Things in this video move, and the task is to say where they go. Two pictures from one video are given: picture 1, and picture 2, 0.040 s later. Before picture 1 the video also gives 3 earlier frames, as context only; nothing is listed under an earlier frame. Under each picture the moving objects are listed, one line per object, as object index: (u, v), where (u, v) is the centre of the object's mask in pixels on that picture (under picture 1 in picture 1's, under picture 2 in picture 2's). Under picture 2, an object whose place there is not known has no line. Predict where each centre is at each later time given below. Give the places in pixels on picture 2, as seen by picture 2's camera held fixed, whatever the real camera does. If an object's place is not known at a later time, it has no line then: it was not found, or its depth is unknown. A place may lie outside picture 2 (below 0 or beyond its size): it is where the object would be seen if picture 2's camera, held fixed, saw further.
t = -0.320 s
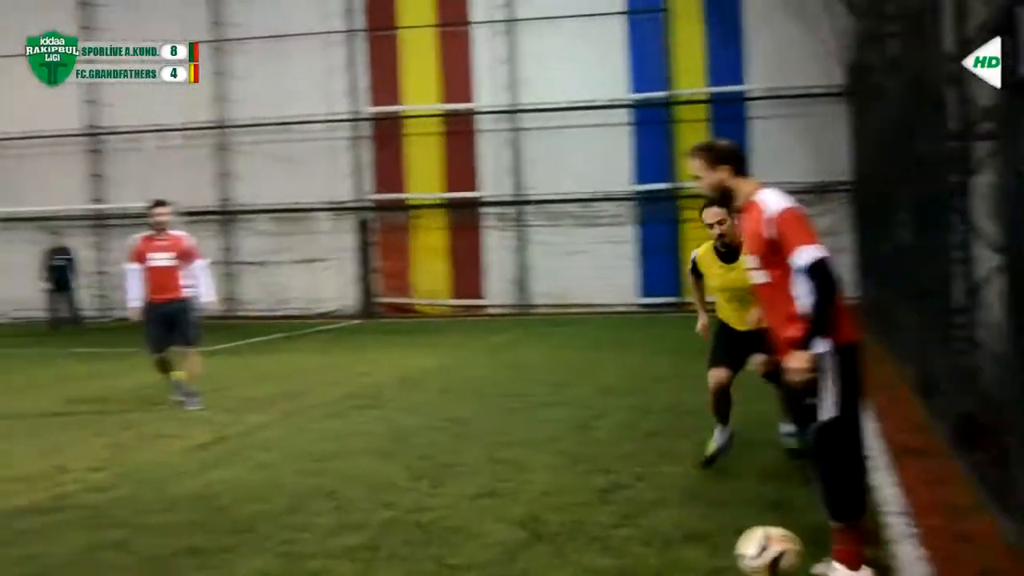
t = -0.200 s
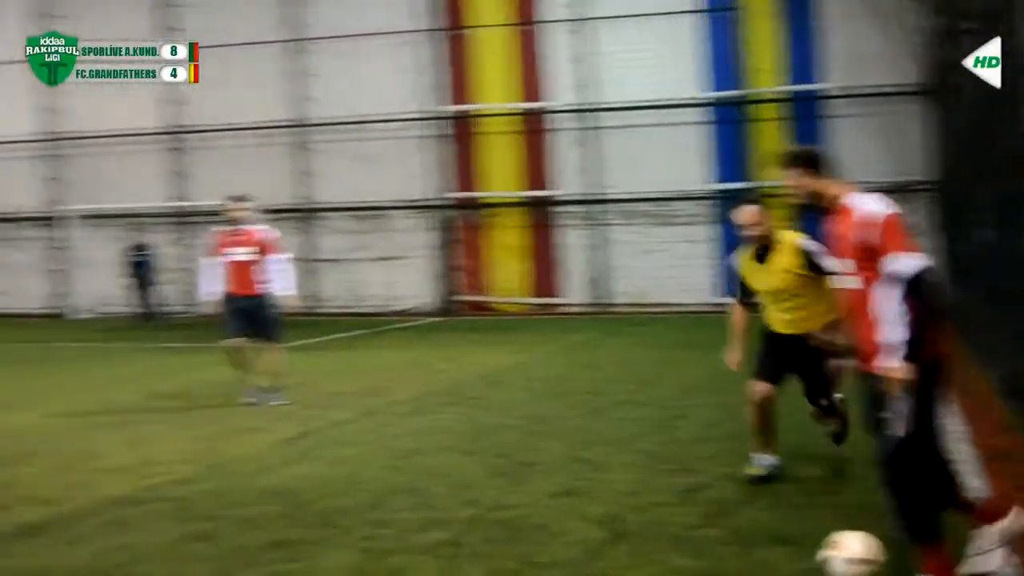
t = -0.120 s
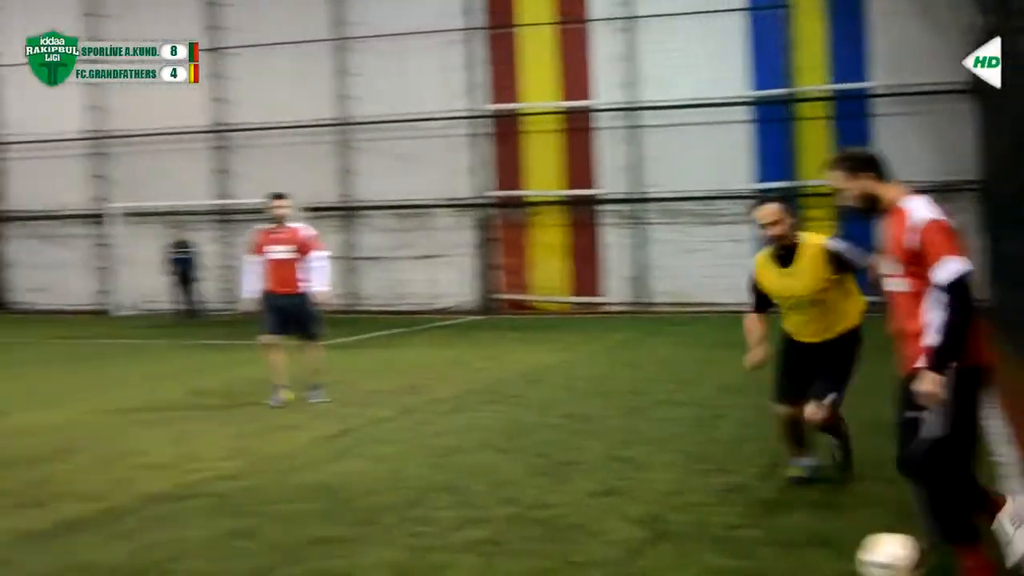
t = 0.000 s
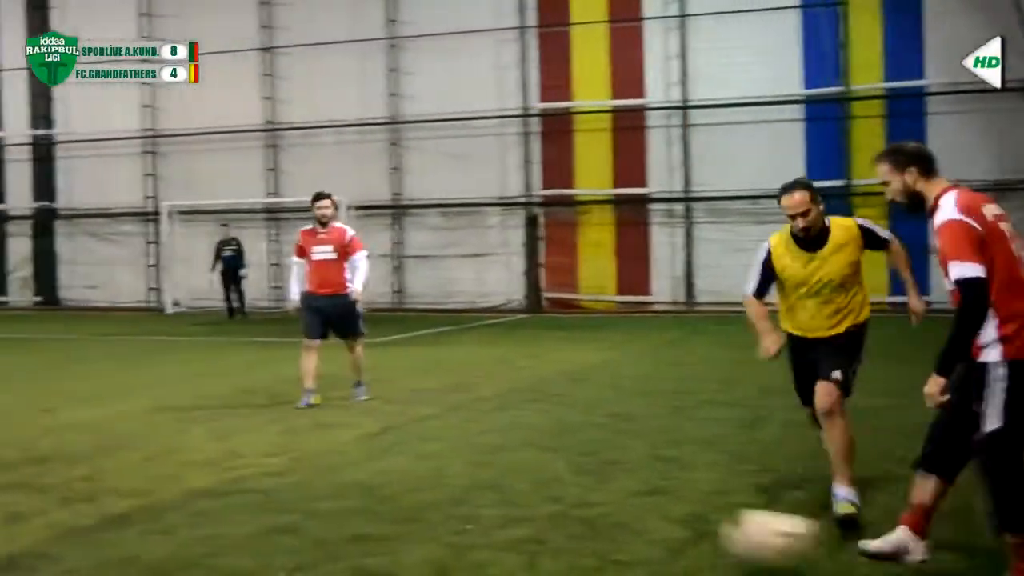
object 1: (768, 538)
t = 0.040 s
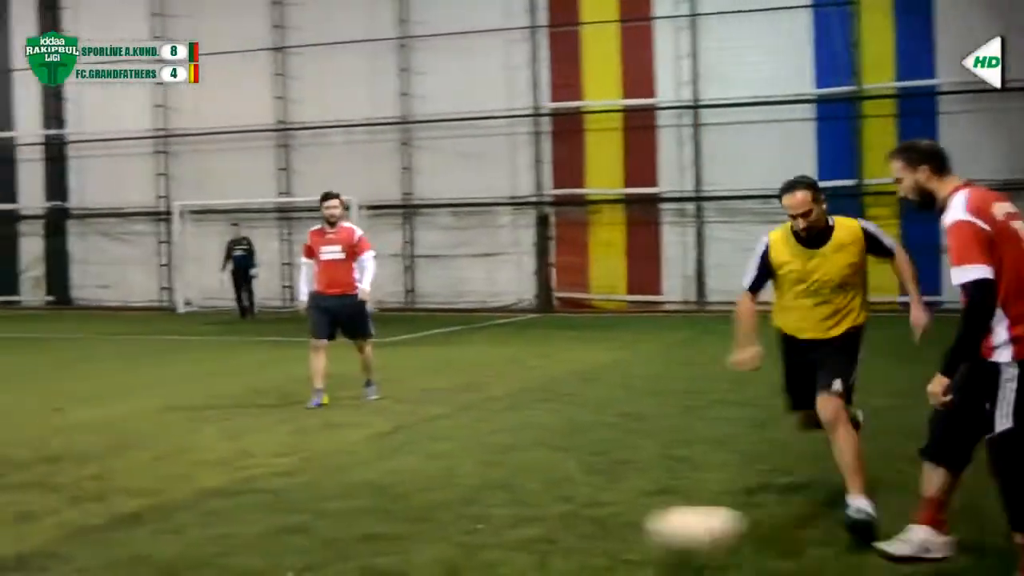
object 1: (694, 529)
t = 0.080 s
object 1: (614, 525)
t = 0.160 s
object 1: (473, 522)
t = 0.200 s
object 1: (419, 512)
